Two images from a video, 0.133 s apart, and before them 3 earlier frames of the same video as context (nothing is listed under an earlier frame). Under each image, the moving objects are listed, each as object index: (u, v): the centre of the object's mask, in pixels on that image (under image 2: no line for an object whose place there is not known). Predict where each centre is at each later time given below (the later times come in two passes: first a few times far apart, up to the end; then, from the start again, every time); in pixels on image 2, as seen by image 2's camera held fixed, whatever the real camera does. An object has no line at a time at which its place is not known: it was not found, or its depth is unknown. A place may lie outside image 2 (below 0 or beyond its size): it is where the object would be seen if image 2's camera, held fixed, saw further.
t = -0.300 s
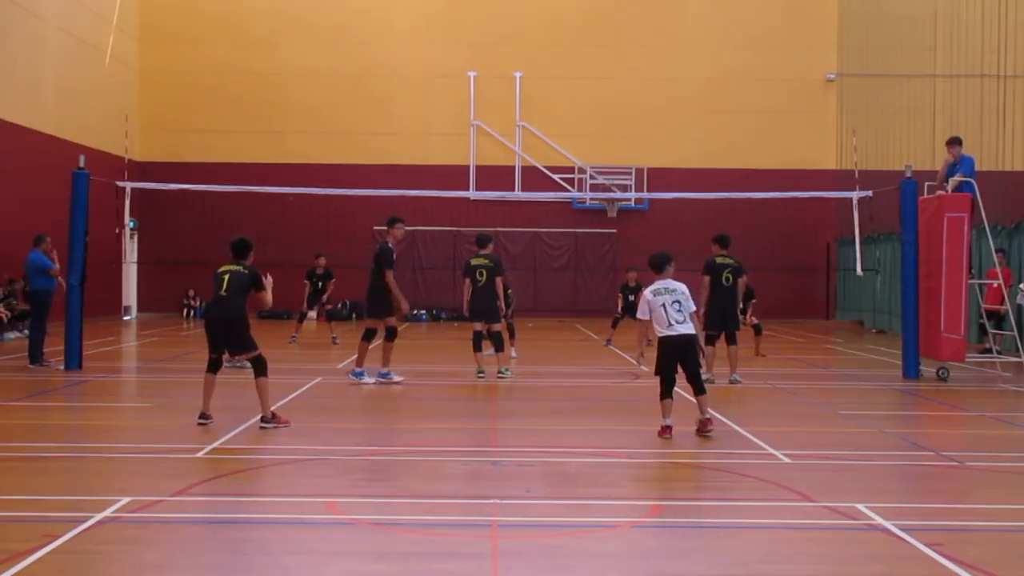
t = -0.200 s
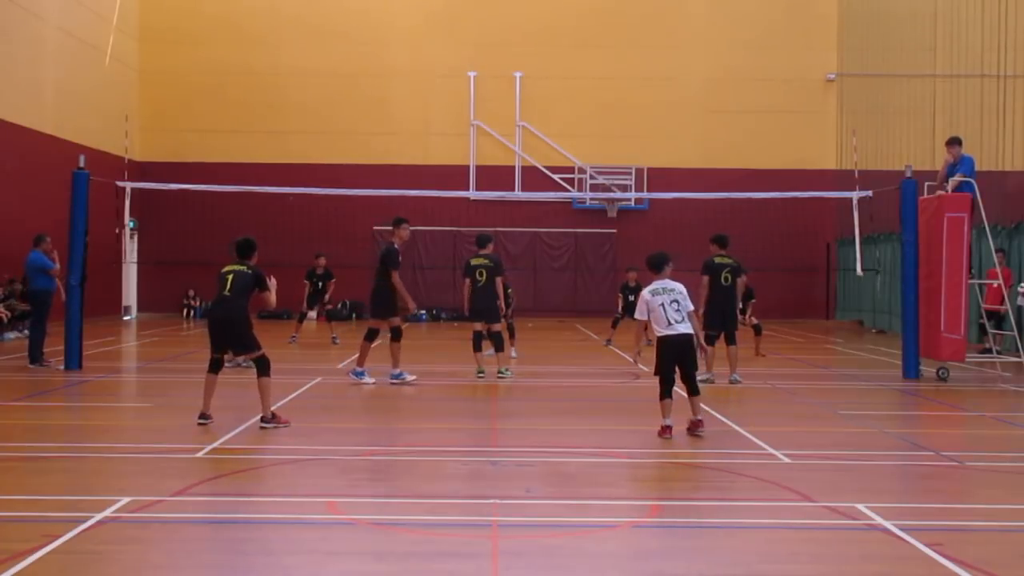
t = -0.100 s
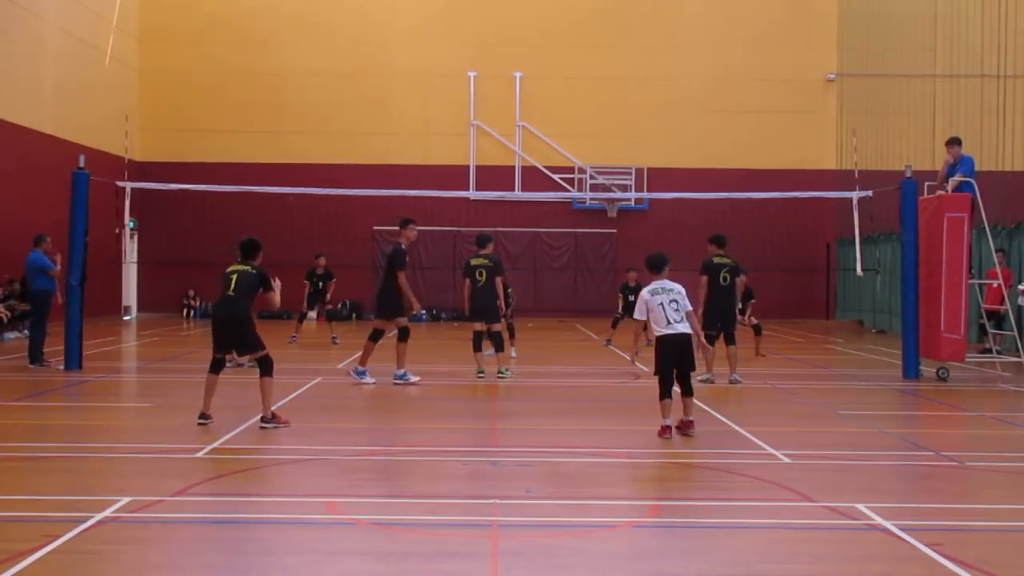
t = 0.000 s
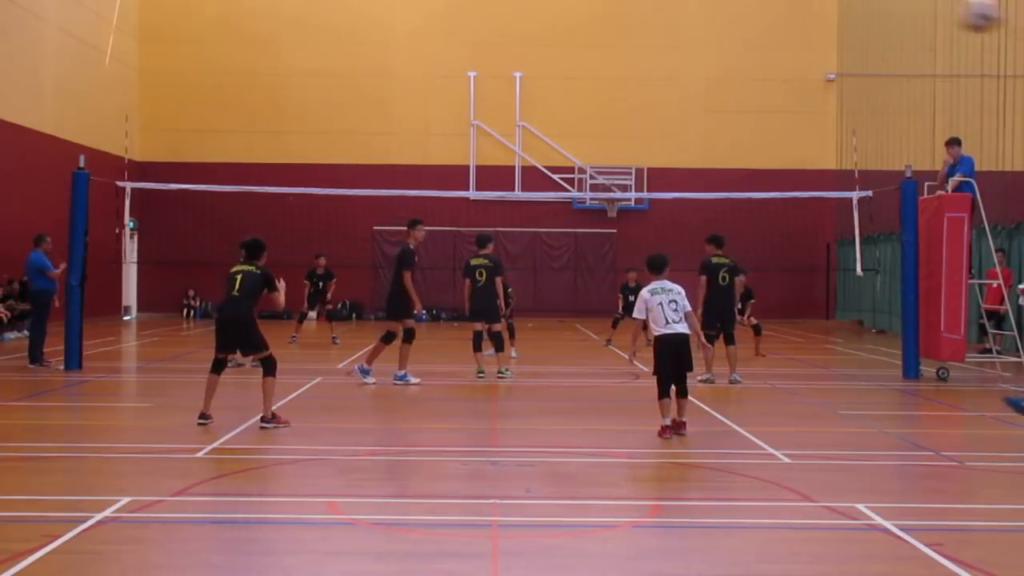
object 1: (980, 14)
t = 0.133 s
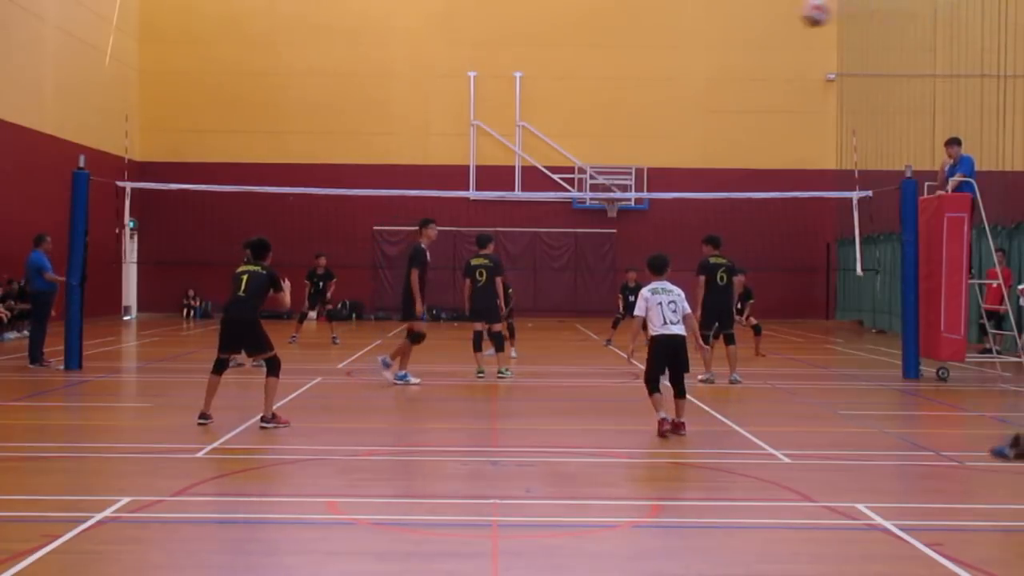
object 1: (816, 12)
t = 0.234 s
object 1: (731, 24)
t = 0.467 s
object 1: (602, 72)
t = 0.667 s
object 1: (532, 128)
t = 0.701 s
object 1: (524, 139)
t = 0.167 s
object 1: (785, 15)
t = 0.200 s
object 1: (758, 19)
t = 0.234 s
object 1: (731, 24)
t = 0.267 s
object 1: (709, 30)
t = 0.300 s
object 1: (689, 35)
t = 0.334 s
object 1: (669, 42)
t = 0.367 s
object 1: (651, 49)
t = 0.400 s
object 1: (633, 57)
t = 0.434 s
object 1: (616, 65)
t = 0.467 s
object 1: (602, 72)
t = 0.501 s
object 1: (588, 81)
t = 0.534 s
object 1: (575, 90)
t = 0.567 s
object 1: (564, 99)
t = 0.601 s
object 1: (551, 109)
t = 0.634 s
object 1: (541, 119)
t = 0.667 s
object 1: (532, 128)
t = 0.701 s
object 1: (524, 139)
